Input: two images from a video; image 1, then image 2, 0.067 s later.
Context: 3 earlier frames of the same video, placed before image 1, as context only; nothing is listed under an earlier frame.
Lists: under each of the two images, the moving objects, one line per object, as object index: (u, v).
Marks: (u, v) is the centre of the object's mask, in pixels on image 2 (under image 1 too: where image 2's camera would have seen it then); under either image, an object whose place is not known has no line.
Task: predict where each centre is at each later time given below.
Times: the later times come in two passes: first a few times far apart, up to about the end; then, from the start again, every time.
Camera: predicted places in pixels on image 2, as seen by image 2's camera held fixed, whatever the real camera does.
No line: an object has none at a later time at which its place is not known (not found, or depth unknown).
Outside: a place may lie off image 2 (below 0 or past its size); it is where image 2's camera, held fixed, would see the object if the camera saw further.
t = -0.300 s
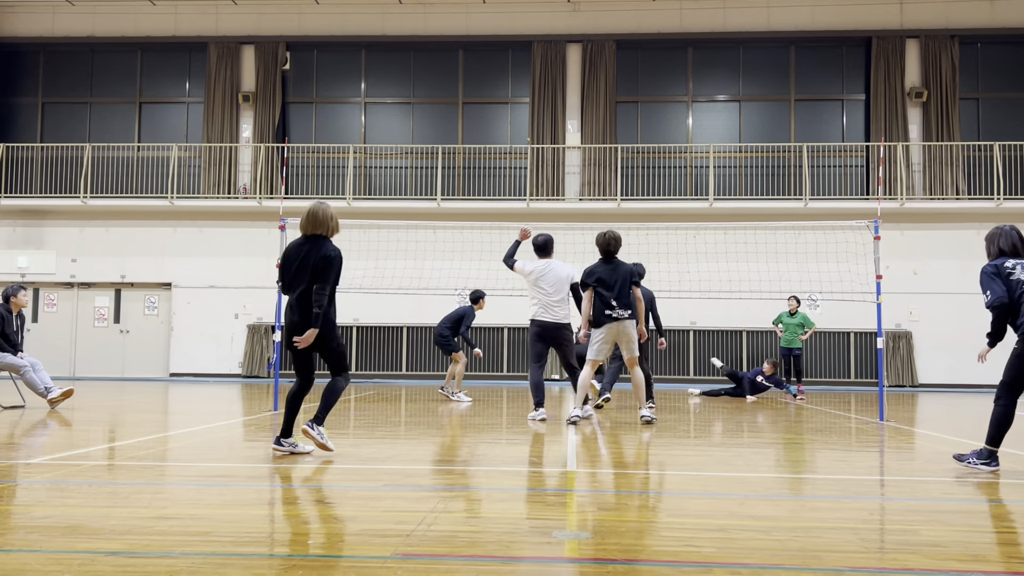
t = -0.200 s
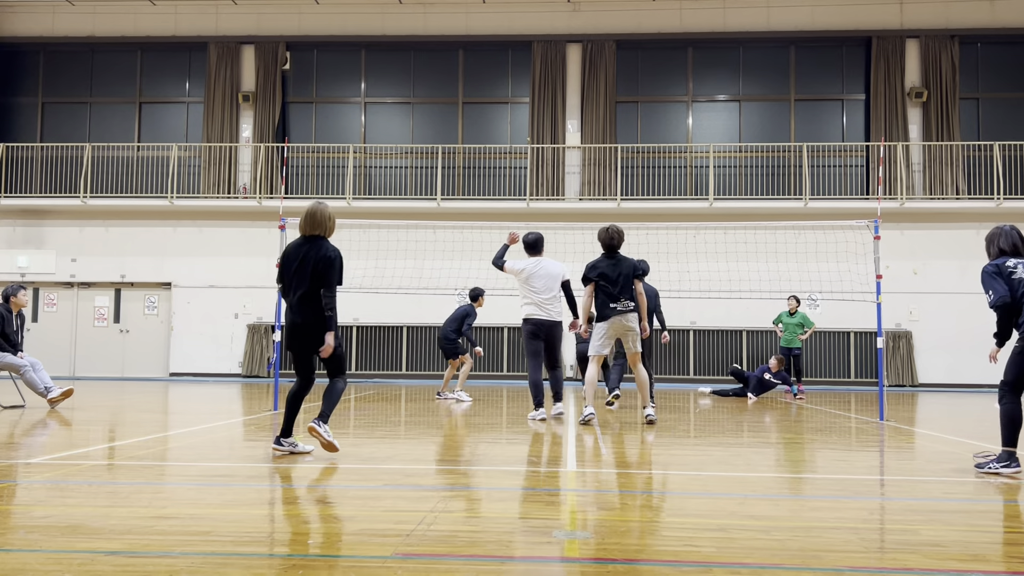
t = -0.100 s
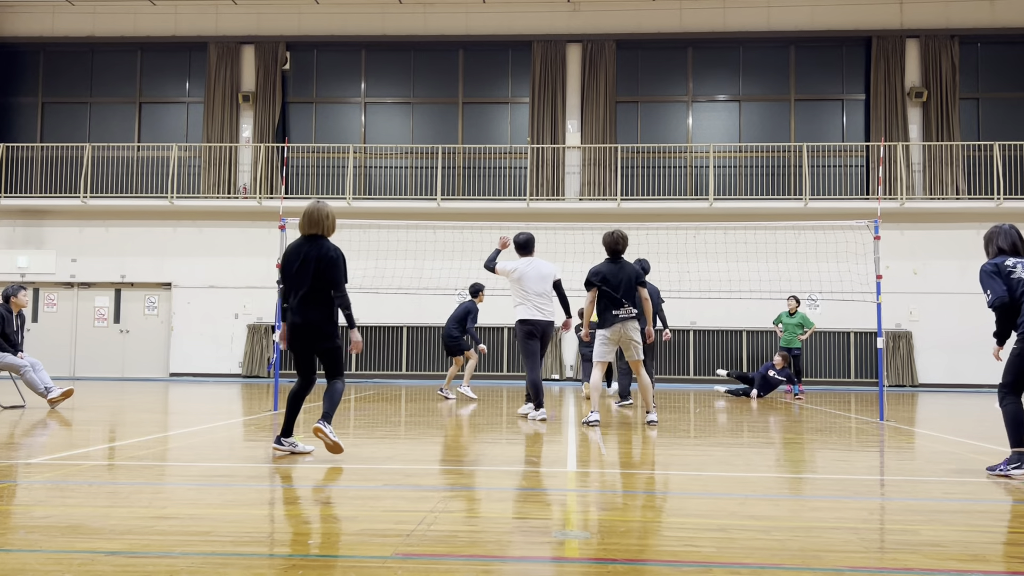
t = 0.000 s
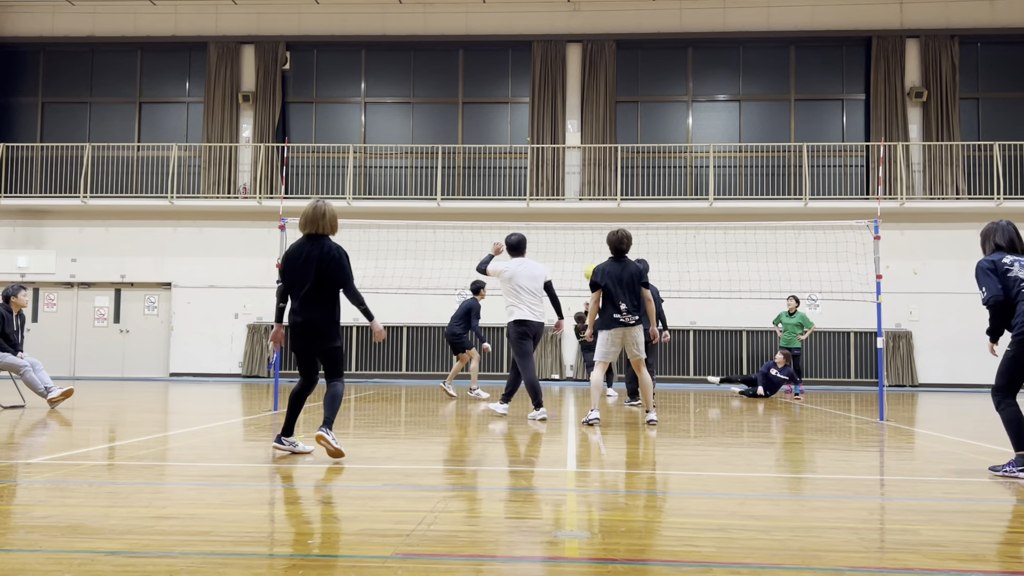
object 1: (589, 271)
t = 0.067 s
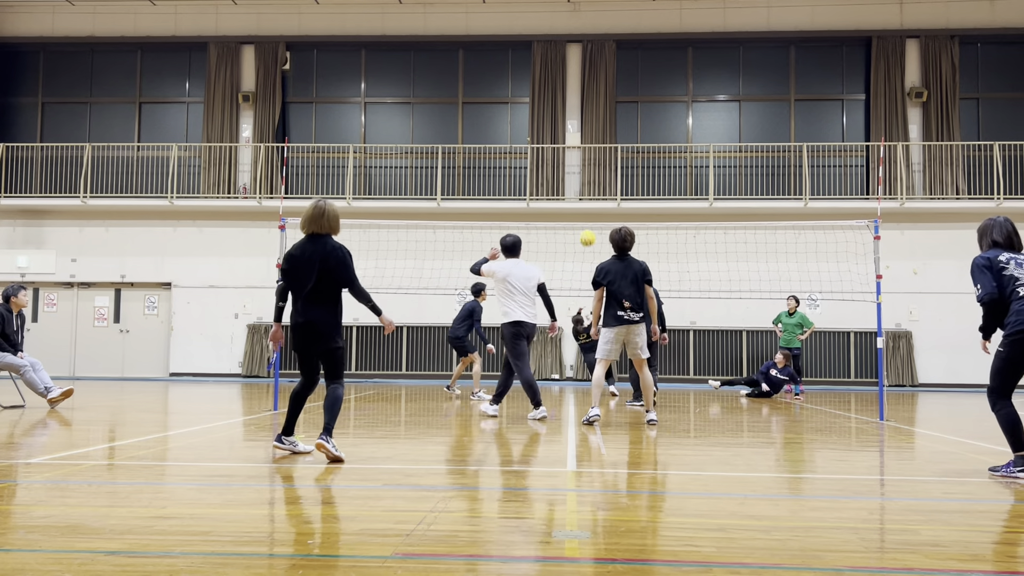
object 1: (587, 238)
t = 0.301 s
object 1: (570, 150)
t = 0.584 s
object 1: (554, 94)
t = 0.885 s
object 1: (538, 88)
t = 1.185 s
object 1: (524, 129)
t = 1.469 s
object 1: (513, 202)
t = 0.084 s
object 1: (586, 230)
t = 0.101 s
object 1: (584, 222)
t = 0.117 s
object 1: (583, 215)
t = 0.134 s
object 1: (582, 208)
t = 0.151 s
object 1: (581, 201)
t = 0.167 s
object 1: (579, 194)
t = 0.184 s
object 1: (578, 189)
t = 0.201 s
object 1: (577, 182)
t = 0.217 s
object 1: (576, 176)
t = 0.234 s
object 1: (575, 170)
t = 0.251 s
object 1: (574, 166)
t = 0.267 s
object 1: (572, 160)
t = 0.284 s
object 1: (571, 155)
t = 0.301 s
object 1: (570, 150)
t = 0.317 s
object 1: (569, 145)
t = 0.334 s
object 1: (568, 141)
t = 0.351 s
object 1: (567, 136)
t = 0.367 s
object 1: (566, 132)
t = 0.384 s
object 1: (565, 128)
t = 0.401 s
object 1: (564, 124)
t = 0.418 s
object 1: (563, 121)
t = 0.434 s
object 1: (562, 117)
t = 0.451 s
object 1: (561, 114)
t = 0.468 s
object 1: (560, 111)
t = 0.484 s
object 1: (559, 108)
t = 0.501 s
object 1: (558, 106)
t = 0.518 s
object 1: (557, 103)
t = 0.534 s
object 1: (557, 100)
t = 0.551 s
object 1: (556, 98)
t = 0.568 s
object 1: (555, 96)
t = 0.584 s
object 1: (554, 94)
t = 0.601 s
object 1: (553, 93)
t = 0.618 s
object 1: (552, 91)
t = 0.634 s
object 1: (551, 90)
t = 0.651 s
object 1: (550, 89)
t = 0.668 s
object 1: (550, 88)
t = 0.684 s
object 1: (549, 87)
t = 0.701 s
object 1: (548, 86)
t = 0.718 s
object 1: (547, 86)
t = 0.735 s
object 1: (546, 85)
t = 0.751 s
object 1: (545, 85)
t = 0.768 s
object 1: (544, 85)
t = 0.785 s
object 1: (543, 85)
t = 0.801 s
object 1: (543, 85)
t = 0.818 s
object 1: (542, 85)
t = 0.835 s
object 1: (541, 86)
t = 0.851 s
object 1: (540, 86)
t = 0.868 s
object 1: (539, 87)
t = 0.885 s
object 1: (538, 88)
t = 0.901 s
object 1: (537, 89)
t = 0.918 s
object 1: (536, 91)
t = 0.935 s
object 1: (536, 92)
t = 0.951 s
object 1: (535, 94)
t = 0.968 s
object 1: (534, 95)
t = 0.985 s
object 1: (533, 97)
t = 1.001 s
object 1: (532, 99)
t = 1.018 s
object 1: (532, 101)
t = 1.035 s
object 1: (531, 103)
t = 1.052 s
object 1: (530, 106)
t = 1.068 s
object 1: (529, 108)
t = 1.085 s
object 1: (529, 111)
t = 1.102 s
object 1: (528, 113)
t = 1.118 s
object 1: (527, 116)
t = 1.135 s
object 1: (526, 119)
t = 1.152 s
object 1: (525, 122)
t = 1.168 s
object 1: (524, 125)
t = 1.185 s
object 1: (524, 129)
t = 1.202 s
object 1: (523, 132)
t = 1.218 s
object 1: (522, 136)
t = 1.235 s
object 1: (522, 139)
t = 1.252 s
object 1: (521, 143)
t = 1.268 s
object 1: (520, 147)
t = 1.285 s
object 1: (520, 151)
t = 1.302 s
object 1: (519, 155)
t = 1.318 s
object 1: (518, 160)
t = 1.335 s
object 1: (518, 164)
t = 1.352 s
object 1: (517, 168)
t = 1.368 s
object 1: (517, 173)
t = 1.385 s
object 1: (516, 178)
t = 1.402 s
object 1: (516, 182)
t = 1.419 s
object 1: (515, 187)
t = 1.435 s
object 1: (514, 192)
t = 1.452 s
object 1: (514, 197)
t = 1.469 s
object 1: (513, 202)
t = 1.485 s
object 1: (513, 208)
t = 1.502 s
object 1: (512, 213)
